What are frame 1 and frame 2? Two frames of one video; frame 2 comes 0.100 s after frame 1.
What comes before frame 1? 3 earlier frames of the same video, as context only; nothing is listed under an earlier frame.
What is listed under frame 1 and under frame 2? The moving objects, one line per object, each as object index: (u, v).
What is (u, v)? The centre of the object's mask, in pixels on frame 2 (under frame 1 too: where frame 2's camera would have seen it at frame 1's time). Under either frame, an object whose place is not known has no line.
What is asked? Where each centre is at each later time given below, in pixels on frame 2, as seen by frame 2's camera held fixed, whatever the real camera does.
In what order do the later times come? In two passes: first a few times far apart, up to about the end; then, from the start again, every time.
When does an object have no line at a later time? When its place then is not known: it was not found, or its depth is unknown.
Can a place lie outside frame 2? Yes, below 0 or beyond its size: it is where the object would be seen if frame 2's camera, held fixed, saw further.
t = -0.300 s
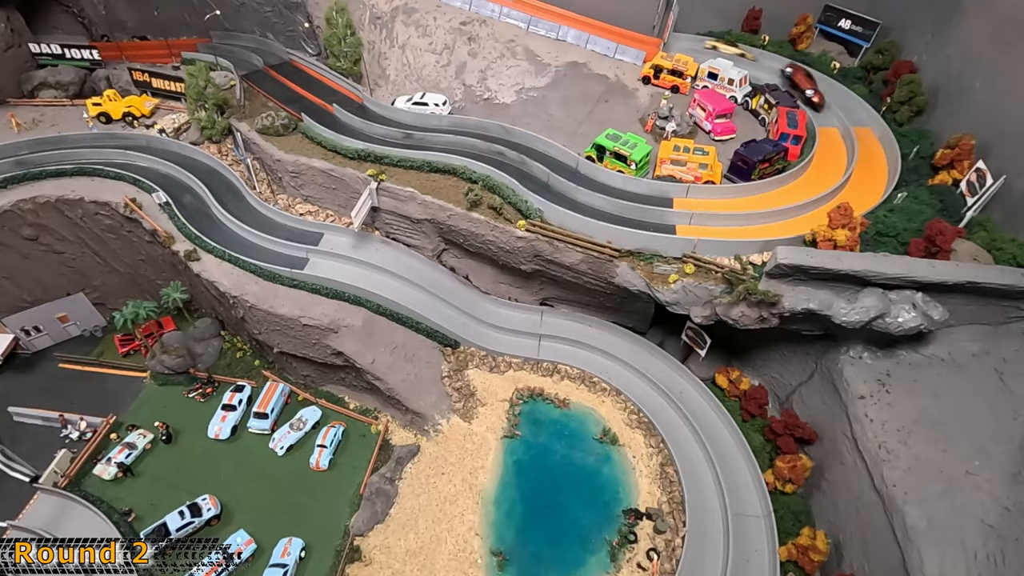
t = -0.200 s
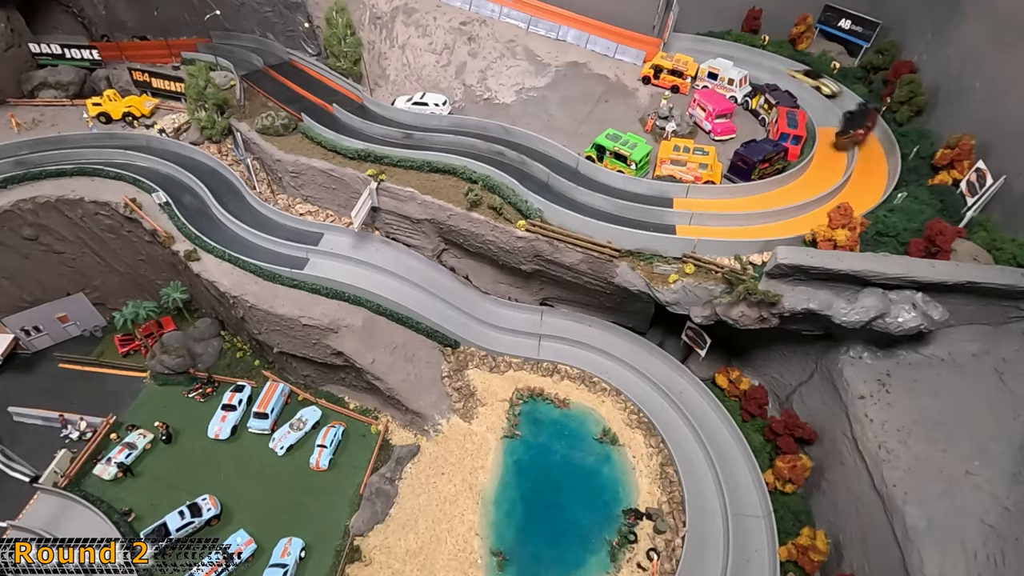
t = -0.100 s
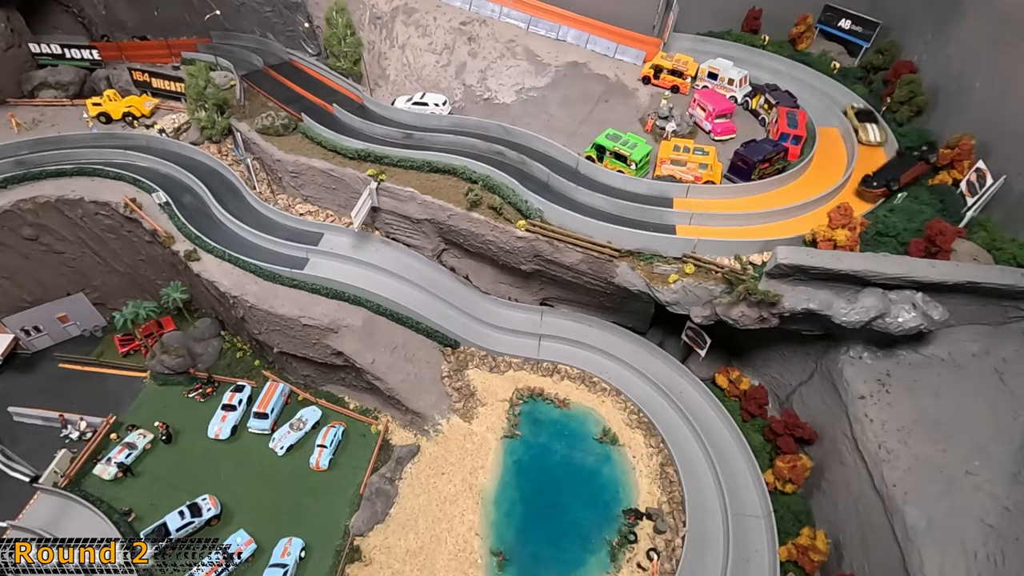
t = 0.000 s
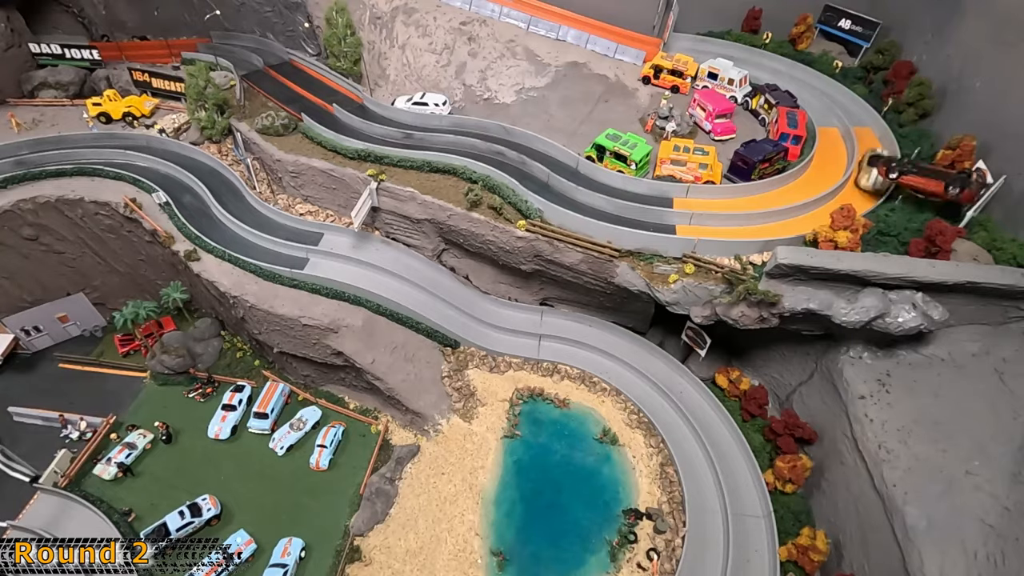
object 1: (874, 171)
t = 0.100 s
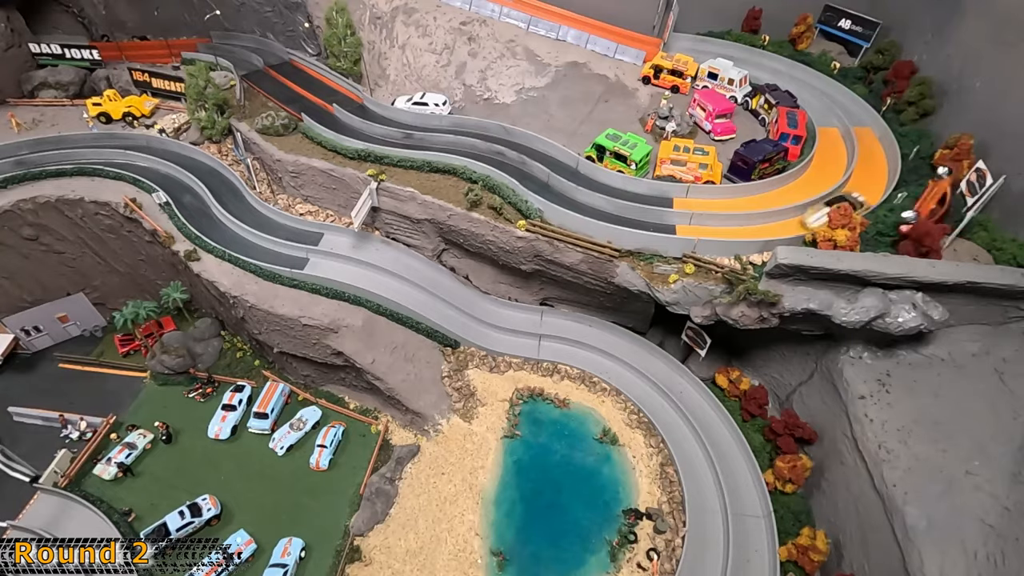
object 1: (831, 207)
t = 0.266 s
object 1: (685, 225)
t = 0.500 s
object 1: (513, 167)
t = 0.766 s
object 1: (359, 131)
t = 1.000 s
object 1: (297, 96)
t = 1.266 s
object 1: (252, 69)
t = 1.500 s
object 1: (204, 49)
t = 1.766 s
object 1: (115, 53)
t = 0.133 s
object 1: (804, 220)
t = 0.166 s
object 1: (780, 225)
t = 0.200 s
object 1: (753, 227)
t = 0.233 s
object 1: (723, 227)
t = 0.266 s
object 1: (685, 225)
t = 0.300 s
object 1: (657, 222)
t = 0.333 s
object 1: (623, 216)
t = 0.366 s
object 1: (597, 209)
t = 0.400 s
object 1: (568, 199)
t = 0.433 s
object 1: (549, 190)
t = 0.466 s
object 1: (528, 176)
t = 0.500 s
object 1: (513, 167)
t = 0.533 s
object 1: (498, 159)
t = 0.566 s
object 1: (474, 150)
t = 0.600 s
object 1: (456, 147)
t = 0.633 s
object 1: (432, 144)
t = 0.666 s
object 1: (412, 142)
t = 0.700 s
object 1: (393, 140)
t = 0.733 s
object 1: (377, 137)
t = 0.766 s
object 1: (359, 131)
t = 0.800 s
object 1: (347, 128)
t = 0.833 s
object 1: (338, 123)
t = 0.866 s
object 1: (325, 116)
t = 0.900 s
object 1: (318, 110)
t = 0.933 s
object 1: (310, 104)
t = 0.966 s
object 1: (304, 101)
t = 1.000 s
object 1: (297, 96)
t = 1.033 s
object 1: (293, 94)
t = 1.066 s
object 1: (285, 91)
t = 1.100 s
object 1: (278, 88)
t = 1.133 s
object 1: (274, 84)
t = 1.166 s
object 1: (267, 80)
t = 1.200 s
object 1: (262, 76)
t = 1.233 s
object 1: (256, 73)
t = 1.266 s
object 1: (252, 69)
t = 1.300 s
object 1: (247, 65)
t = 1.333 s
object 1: (242, 61)
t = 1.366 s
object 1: (236, 58)
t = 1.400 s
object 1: (232, 55)
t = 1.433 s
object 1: (223, 52)
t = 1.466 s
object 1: (215, 50)
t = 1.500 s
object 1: (204, 49)
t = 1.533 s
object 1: (192, 48)
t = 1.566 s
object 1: (178, 49)
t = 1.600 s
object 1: (165, 51)
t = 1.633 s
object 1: (157, 52)
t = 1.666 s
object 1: (146, 52)
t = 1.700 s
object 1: (135, 52)
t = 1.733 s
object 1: (125, 53)
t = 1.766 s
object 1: (115, 53)
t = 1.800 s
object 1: (109, 53)
